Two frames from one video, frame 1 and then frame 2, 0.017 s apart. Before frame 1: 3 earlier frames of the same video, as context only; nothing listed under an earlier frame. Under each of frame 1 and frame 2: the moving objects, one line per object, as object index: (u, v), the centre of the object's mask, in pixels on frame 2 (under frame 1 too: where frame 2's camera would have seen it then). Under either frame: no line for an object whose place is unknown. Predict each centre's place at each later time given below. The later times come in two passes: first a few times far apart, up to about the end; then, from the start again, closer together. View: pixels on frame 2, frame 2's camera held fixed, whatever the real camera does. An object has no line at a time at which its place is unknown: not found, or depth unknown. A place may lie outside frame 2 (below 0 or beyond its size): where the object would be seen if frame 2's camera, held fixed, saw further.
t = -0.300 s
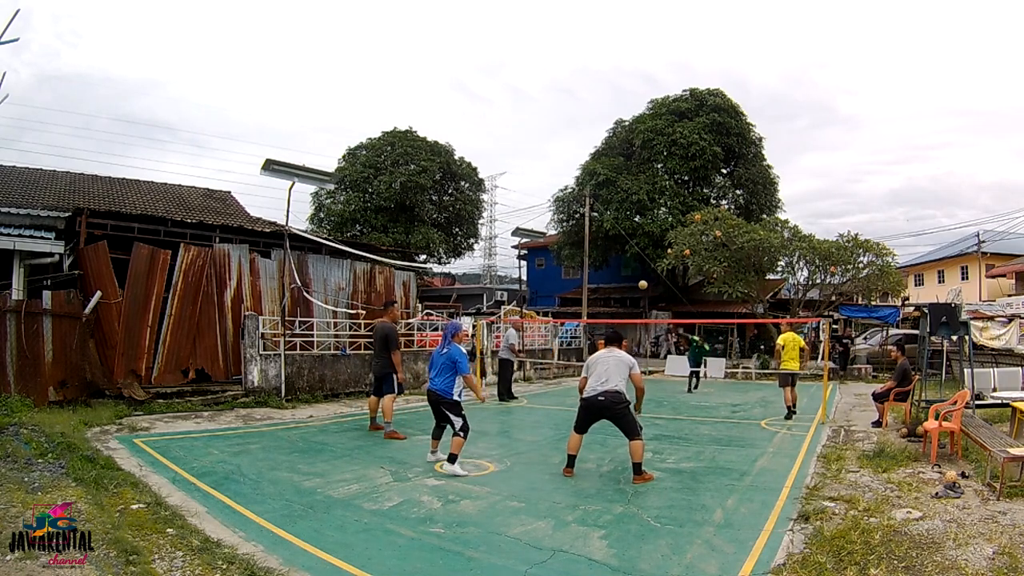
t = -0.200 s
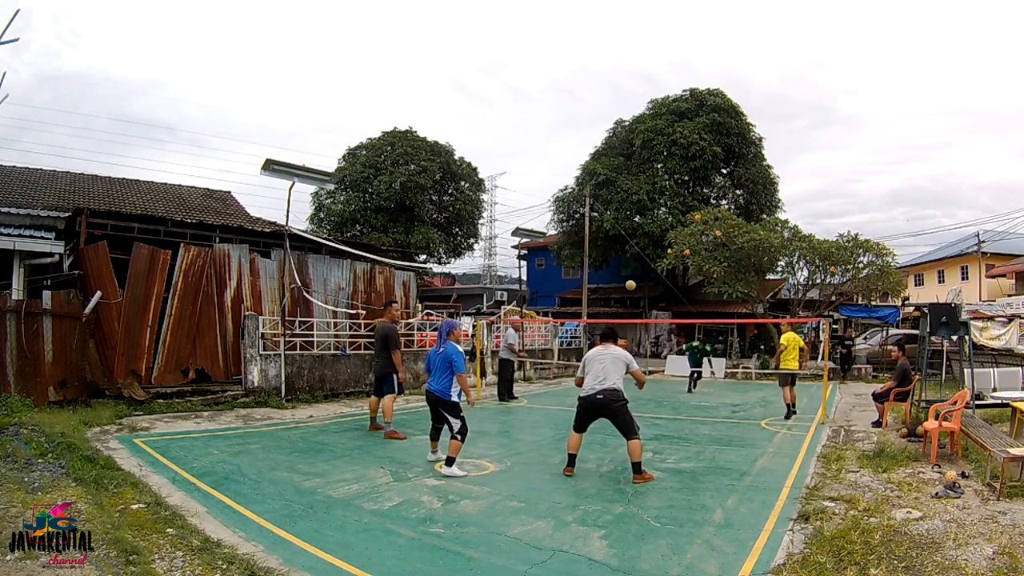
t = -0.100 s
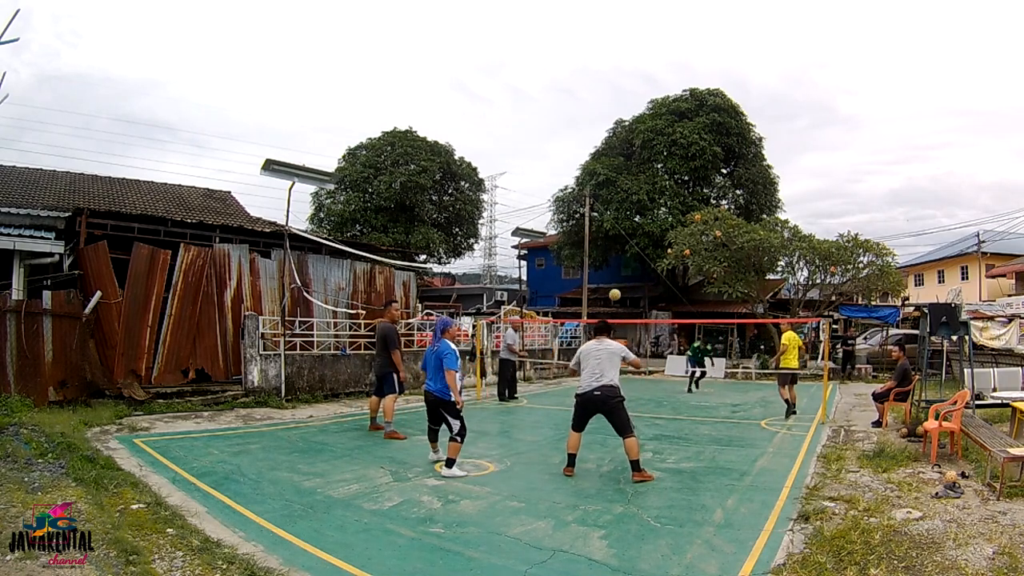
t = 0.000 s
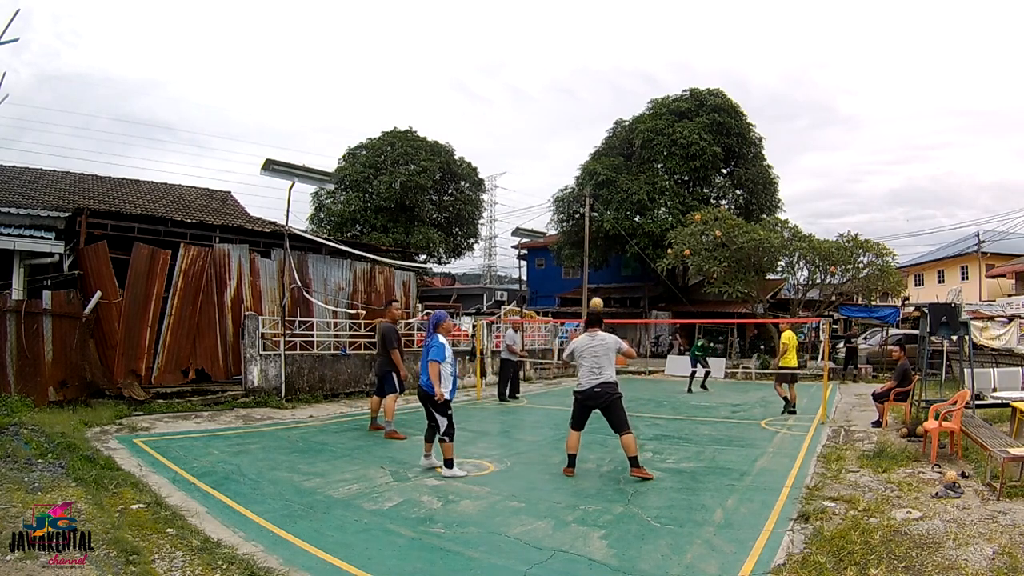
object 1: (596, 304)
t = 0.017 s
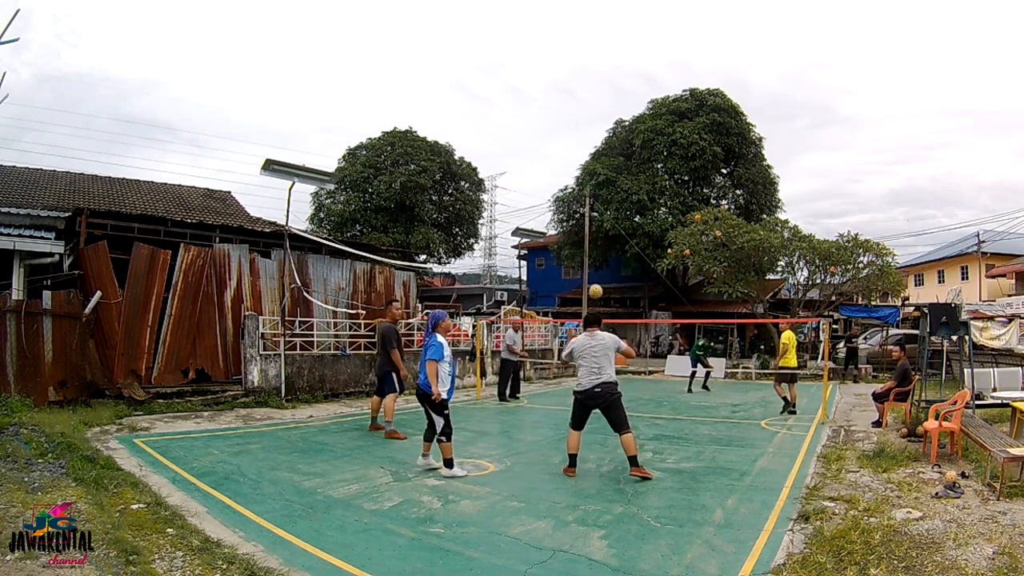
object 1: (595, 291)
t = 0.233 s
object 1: (587, 155)
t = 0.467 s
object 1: (577, 70)
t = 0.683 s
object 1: (569, 35)
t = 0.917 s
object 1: (561, 39)
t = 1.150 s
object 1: (552, 89)
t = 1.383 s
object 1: (542, 199)
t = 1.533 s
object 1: (535, 308)
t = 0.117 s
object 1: (593, 221)
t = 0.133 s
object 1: (591, 211)
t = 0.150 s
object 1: (590, 200)
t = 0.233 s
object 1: (587, 155)
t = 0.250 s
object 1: (586, 147)
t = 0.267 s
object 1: (585, 139)
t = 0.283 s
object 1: (584, 132)
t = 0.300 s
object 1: (584, 125)
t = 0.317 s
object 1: (583, 118)
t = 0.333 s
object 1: (582, 111)
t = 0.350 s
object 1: (582, 105)
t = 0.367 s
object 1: (581, 99)
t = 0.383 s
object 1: (580, 94)
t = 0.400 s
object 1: (580, 88)
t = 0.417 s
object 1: (579, 83)
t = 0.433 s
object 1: (578, 78)
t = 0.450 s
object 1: (578, 74)
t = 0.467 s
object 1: (577, 70)
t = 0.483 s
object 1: (576, 65)
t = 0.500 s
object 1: (576, 61)
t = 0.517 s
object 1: (575, 58)
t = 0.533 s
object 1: (575, 55)
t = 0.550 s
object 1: (574, 51)
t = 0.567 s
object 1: (573, 49)
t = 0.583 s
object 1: (573, 46)
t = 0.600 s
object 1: (572, 43)
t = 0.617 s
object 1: (572, 41)
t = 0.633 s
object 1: (571, 39)
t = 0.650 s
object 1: (570, 38)
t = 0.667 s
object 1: (570, 36)
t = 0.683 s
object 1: (569, 35)
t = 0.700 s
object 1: (568, 34)
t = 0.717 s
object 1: (568, 33)
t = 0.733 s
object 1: (567, 32)
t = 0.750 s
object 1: (567, 32)
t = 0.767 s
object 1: (566, 31)
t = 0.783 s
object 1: (565, 31)
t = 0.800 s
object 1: (565, 31)
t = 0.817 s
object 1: (564, 32)
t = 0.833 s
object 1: (564, 32)
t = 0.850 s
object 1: (563, 33)
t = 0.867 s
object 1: (562, 34)
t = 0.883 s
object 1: (562, 35)
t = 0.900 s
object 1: (561, 37)
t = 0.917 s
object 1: (561, 39)
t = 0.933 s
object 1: (560, 40)
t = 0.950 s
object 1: (559, 43)
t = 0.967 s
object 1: (559, 45)
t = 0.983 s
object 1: (558, 48)
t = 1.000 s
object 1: (558, 51)
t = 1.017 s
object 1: (557, 54)
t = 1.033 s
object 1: (556, 57)
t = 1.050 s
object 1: (556, 61)
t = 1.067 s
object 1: (555, 65)
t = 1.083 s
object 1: (554, 69)
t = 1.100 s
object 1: (554, 74)
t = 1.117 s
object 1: (553, 78)
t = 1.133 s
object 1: (552, 83)
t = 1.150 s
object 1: (552, 89)
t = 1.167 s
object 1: (551, 94)
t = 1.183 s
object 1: (550, 100)
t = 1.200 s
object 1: (550, 107)
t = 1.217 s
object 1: (549, 113)
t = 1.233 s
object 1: (548, 120)
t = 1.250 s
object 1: (547, 128)
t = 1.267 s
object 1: (547, 135)
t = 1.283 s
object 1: (546, 143)
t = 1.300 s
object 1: (545, 152)
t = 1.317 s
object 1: (544, 160)
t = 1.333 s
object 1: (544, 170)
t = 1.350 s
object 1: (543, 179)
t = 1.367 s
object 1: (542, 189)
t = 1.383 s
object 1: (542, 199)
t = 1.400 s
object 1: (541, 210)
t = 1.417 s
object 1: (540, 221)
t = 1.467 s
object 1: (538, 256)
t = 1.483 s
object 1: (537, 269)
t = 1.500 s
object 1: (536, 281)
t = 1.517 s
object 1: (535, 294)
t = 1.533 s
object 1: (535, 308)
